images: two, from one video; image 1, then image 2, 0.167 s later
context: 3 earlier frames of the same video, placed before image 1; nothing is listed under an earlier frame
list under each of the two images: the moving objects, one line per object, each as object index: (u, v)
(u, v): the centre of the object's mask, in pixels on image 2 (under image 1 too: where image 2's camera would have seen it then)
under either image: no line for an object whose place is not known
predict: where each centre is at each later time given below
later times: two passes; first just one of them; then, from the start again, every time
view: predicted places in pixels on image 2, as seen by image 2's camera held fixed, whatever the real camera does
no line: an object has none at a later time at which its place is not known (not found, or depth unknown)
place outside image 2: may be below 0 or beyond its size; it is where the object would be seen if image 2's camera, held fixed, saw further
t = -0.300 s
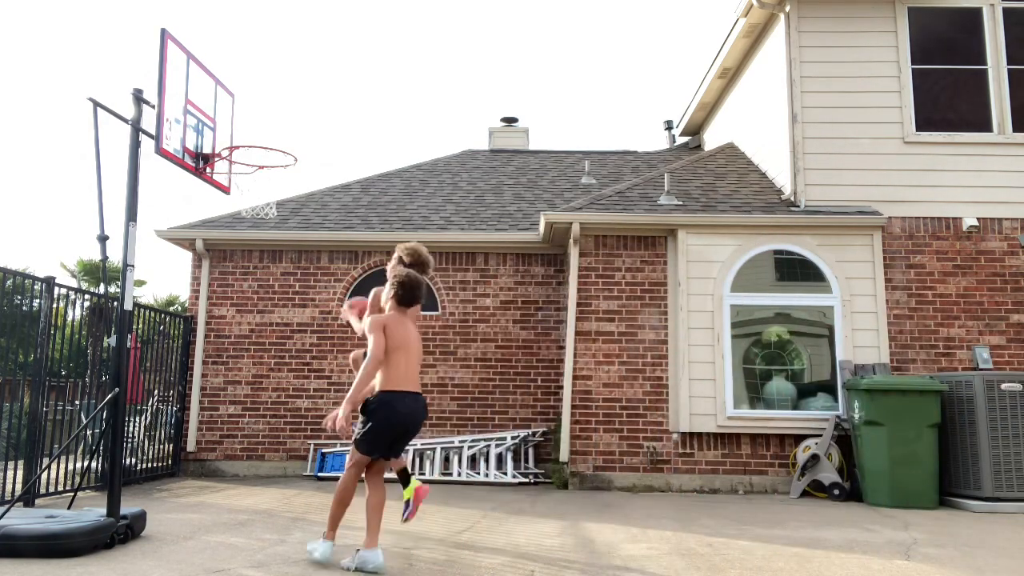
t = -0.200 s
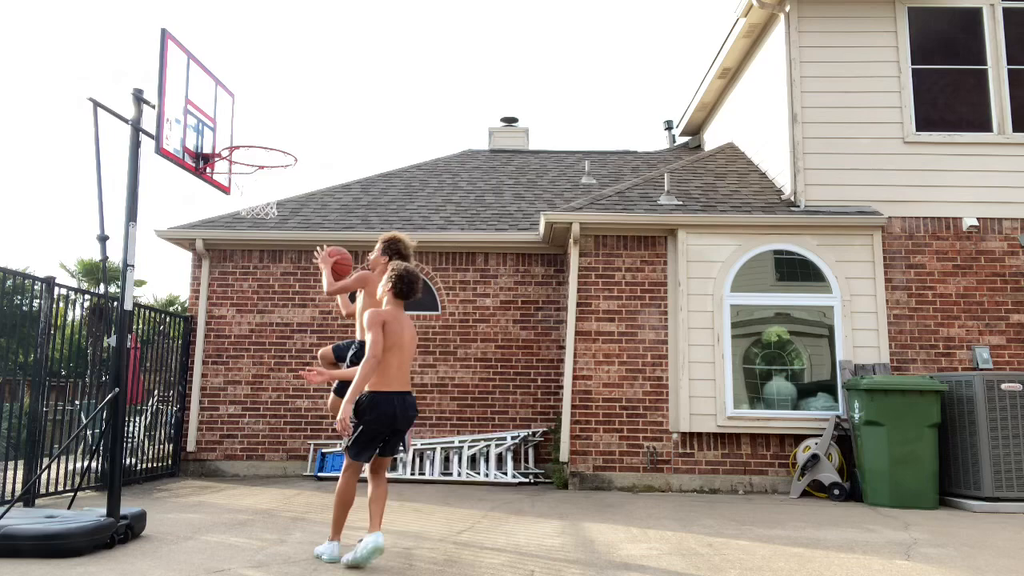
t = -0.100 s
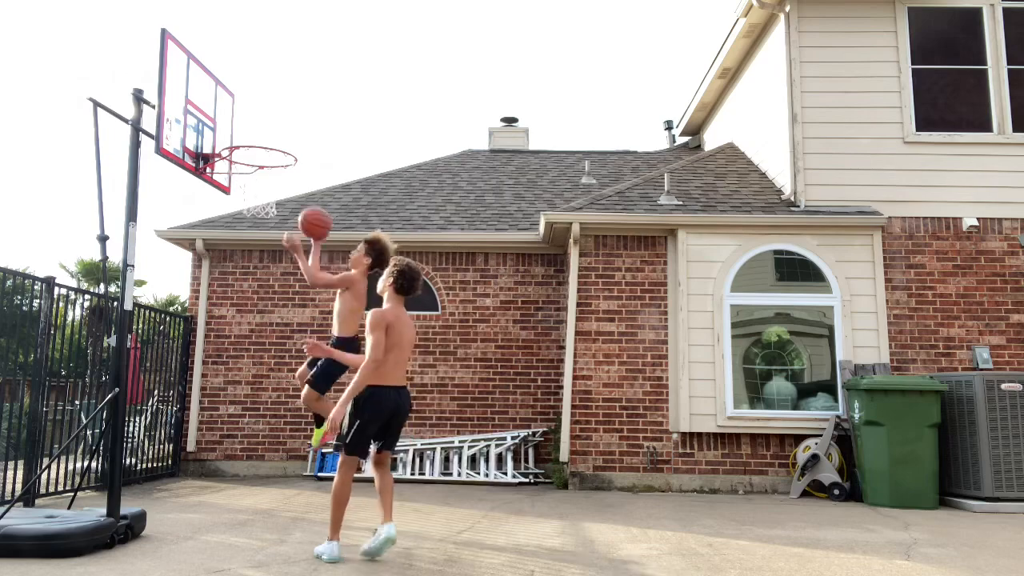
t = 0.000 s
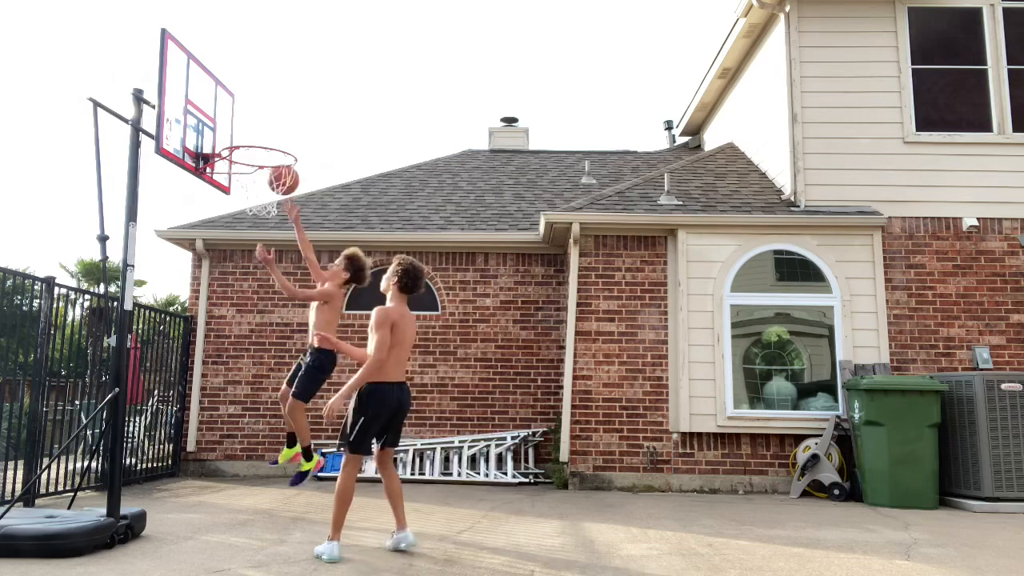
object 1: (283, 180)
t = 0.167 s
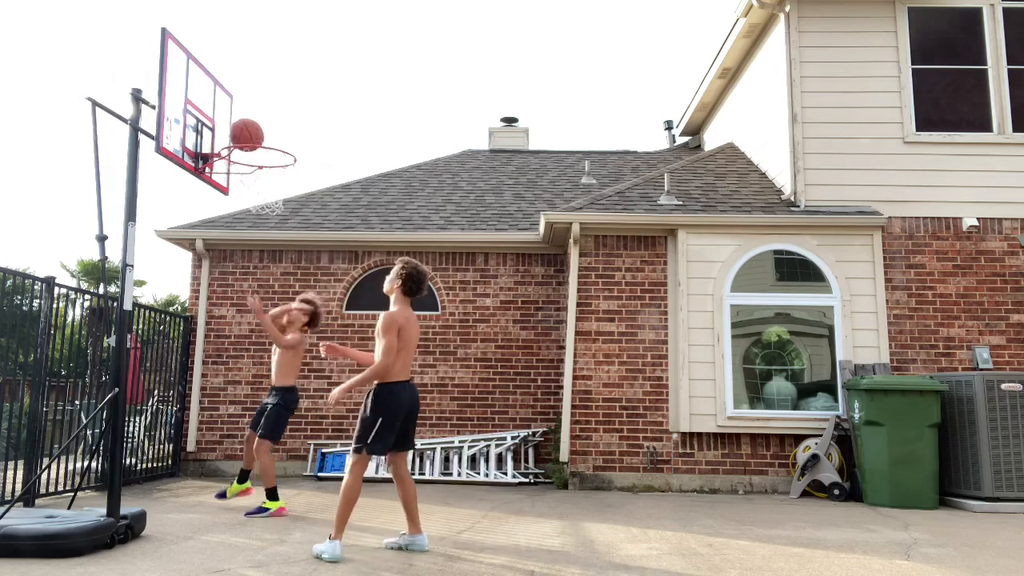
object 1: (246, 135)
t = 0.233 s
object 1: (249, 130)
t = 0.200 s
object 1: (248, 132)
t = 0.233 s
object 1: (249, 130)
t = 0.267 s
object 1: (251, 130)
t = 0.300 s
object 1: (253, 132)
